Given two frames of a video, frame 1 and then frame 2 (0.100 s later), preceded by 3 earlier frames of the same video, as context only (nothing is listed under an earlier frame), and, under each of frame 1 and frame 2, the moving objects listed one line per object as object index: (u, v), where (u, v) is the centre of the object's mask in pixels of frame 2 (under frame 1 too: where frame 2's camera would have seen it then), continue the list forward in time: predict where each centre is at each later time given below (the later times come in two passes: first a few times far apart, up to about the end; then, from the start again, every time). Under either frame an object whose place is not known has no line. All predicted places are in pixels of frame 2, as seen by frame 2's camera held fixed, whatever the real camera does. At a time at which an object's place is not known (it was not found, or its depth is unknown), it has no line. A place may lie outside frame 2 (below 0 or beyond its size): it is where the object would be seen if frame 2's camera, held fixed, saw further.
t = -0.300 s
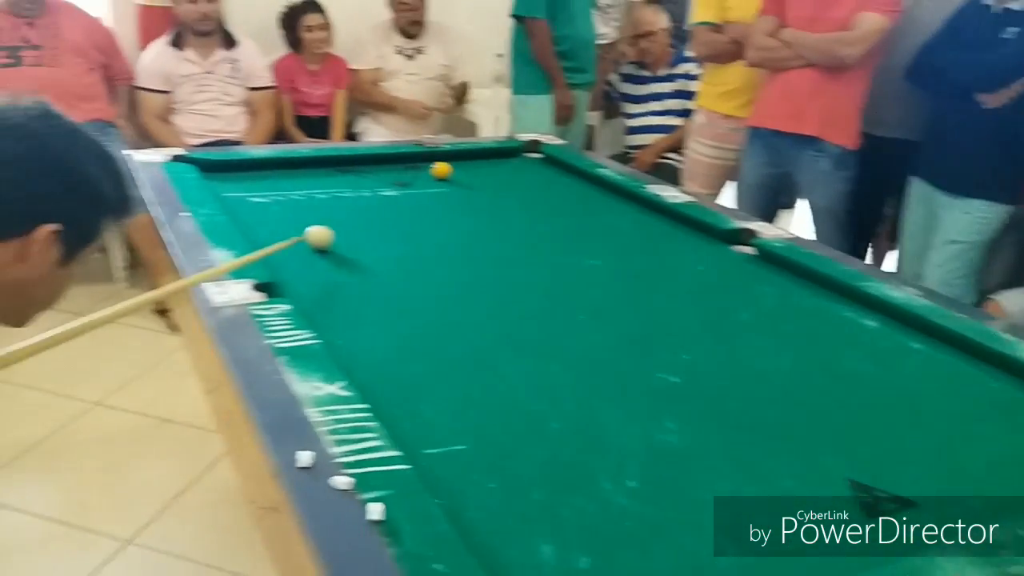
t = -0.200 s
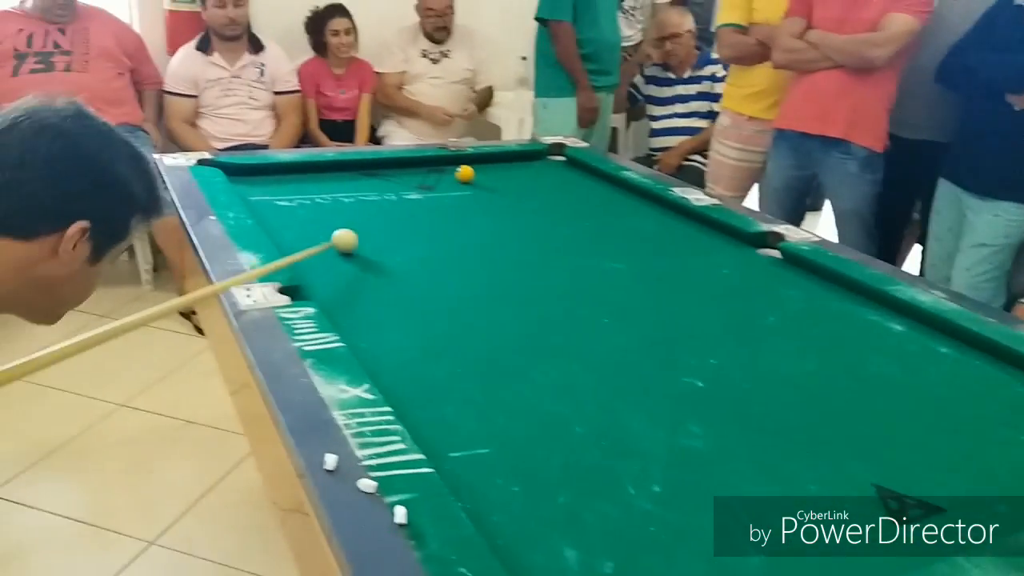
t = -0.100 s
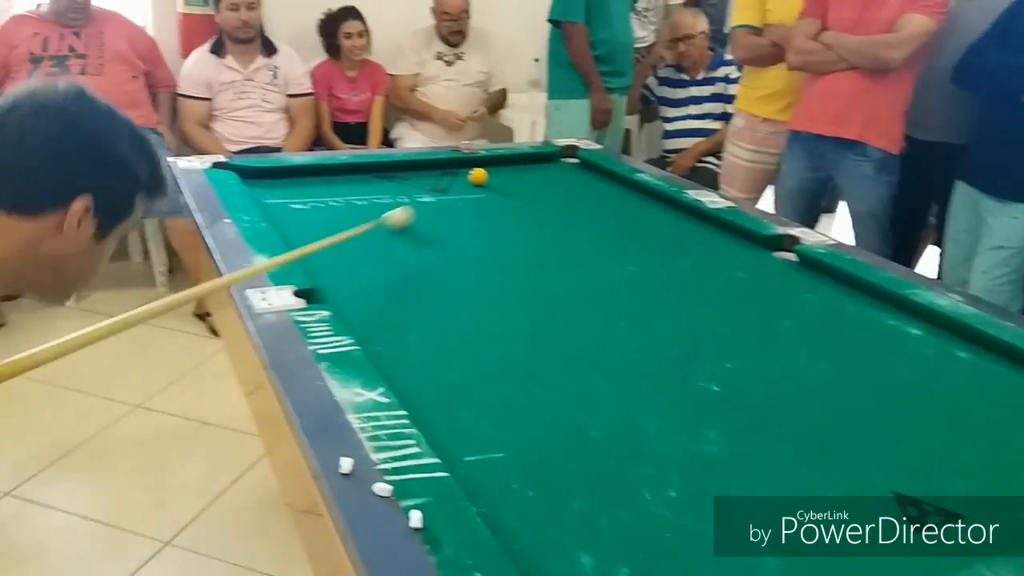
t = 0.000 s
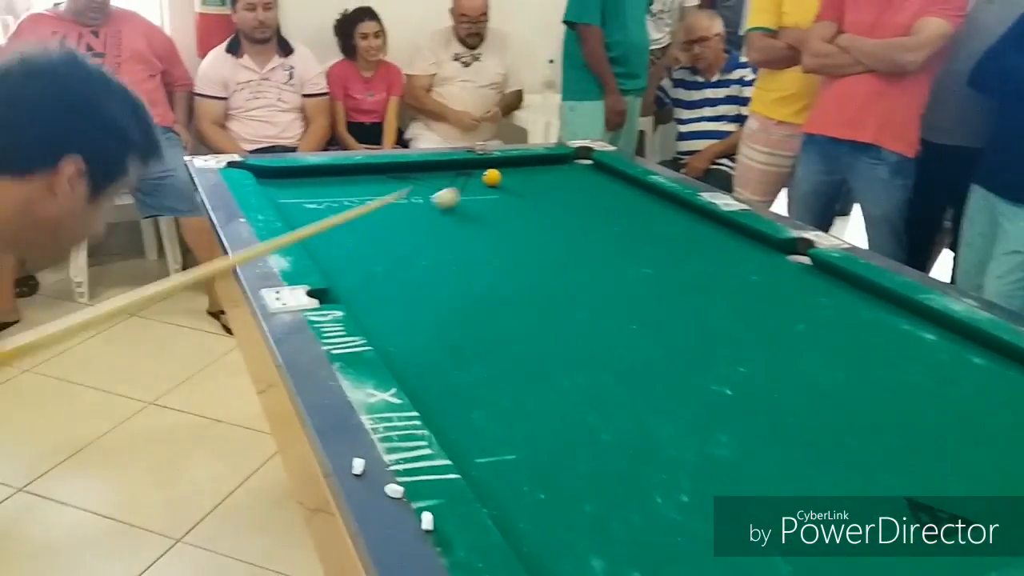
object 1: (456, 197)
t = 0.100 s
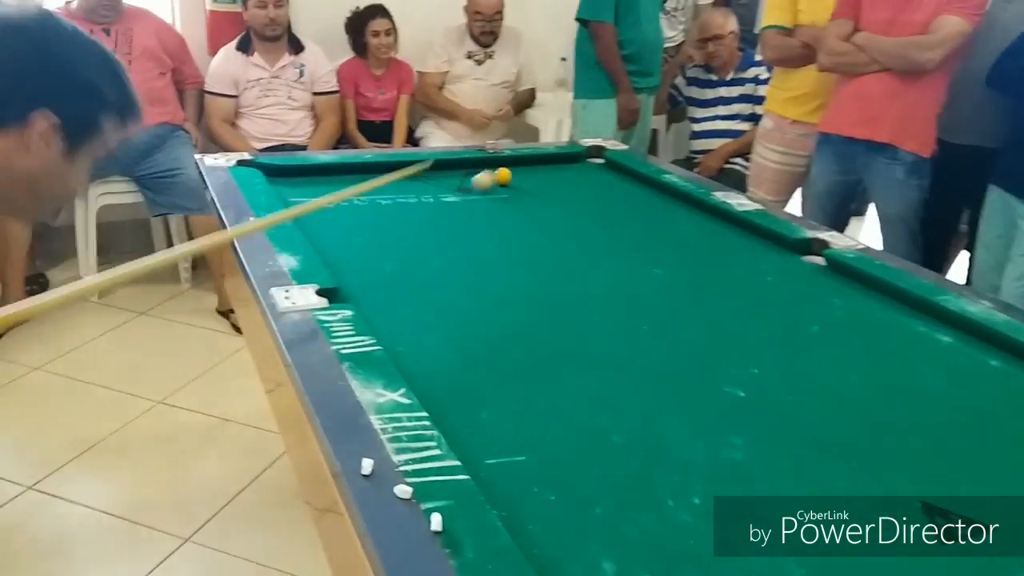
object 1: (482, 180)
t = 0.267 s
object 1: (480, 167)
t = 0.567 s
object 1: (512, 174)
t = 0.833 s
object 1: (551, 188)
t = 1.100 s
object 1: (592, 202)
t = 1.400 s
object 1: (638, 218)
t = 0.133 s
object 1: (488, 176)
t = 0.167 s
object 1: (485, 173)
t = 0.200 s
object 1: (483, 171)
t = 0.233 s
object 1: (481, 169)
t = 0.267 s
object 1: (480, 167)
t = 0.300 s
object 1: (479, 164)
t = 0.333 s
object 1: (480, 162)
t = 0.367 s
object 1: (484, 165)
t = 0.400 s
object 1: (489, 166)
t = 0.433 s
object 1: (493, 168)
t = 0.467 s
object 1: (499, 169)
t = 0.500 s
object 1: (503, 171)
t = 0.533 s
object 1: (507, 173)
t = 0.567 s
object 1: (512, 174)
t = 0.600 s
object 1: (517, 176)
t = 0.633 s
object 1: (521, 178)
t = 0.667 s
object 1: (526, 180)
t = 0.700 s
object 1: (531, 181)
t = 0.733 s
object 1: (536, 183)
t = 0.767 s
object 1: (541, 184)
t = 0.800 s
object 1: (546, 186)
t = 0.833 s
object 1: (551, 188)
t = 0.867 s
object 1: (556, 189)
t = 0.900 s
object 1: (562, 191)
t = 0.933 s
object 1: (567, 193)
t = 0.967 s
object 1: (571, 195)
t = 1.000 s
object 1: (577, 197)
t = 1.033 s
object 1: (582, 198)
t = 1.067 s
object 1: (587, 200)
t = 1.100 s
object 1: (592, 202)
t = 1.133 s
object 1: (597, 204)
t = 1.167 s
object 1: (603, 206)
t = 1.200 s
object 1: (608, 208)
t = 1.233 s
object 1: (613, 209)
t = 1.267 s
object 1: (618, 211)
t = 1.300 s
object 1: (623, 213)
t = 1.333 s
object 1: (628, 215)
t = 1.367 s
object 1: (633, 217)
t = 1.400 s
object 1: (638, 218)
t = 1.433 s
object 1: (643, 220)
